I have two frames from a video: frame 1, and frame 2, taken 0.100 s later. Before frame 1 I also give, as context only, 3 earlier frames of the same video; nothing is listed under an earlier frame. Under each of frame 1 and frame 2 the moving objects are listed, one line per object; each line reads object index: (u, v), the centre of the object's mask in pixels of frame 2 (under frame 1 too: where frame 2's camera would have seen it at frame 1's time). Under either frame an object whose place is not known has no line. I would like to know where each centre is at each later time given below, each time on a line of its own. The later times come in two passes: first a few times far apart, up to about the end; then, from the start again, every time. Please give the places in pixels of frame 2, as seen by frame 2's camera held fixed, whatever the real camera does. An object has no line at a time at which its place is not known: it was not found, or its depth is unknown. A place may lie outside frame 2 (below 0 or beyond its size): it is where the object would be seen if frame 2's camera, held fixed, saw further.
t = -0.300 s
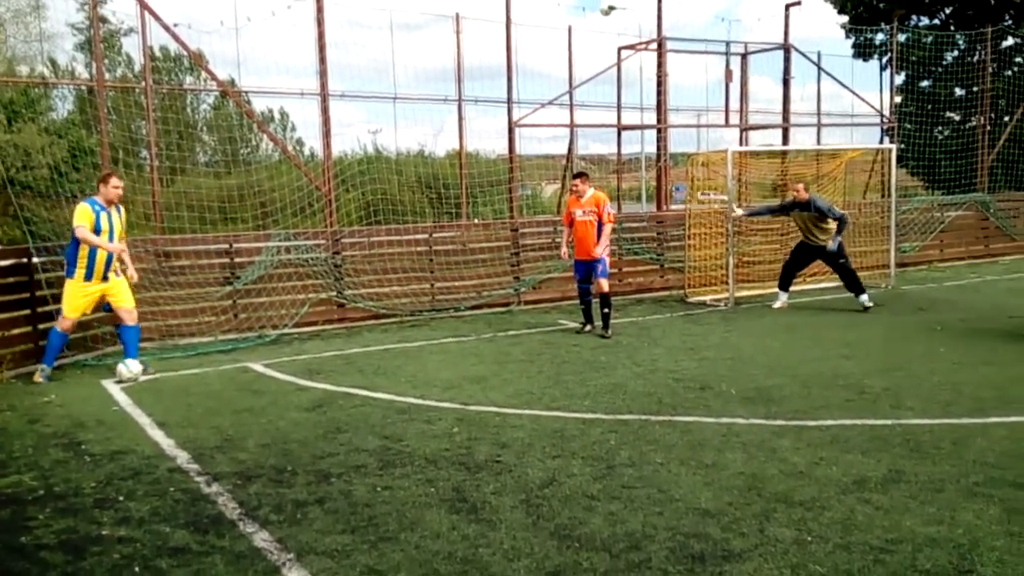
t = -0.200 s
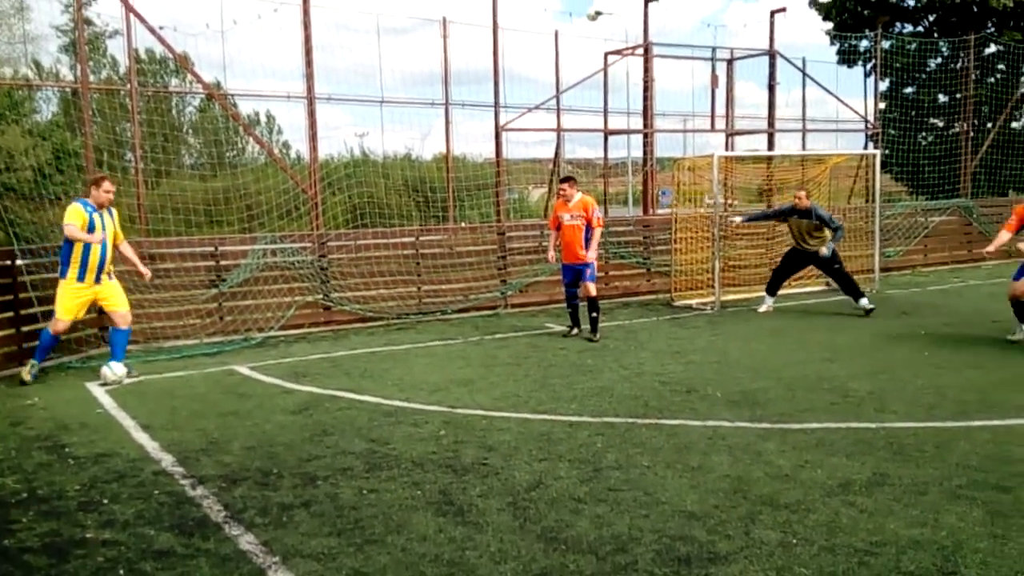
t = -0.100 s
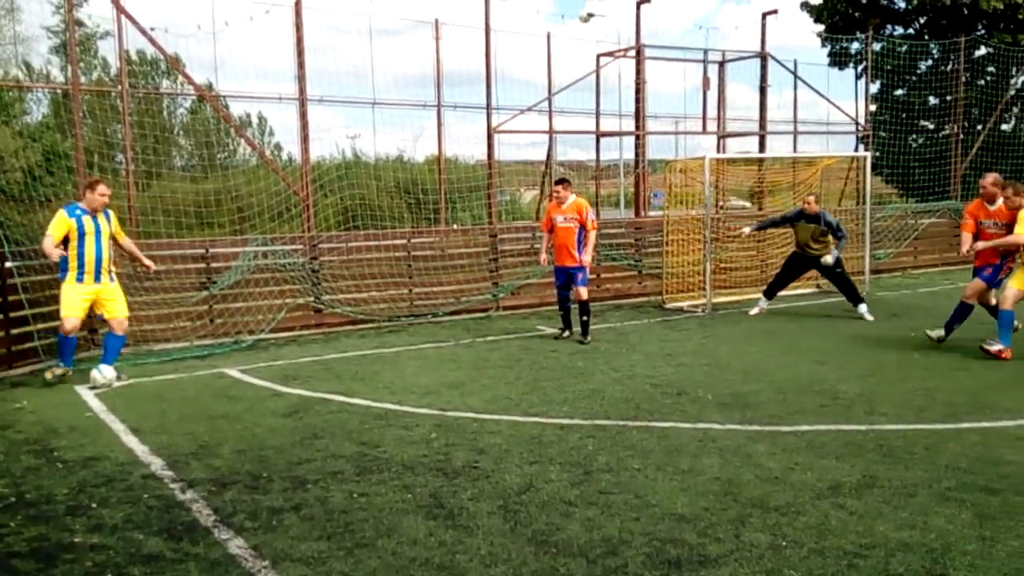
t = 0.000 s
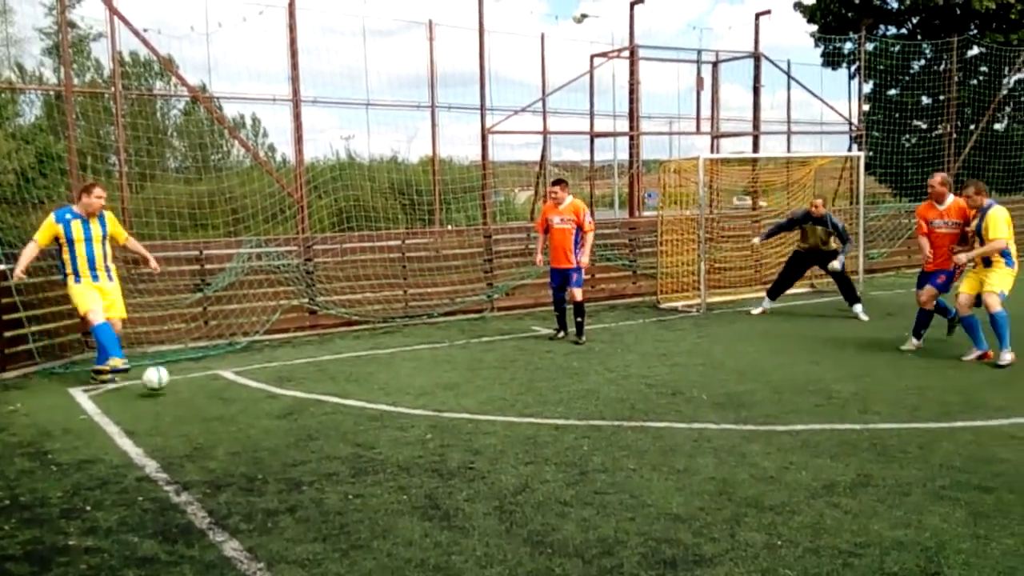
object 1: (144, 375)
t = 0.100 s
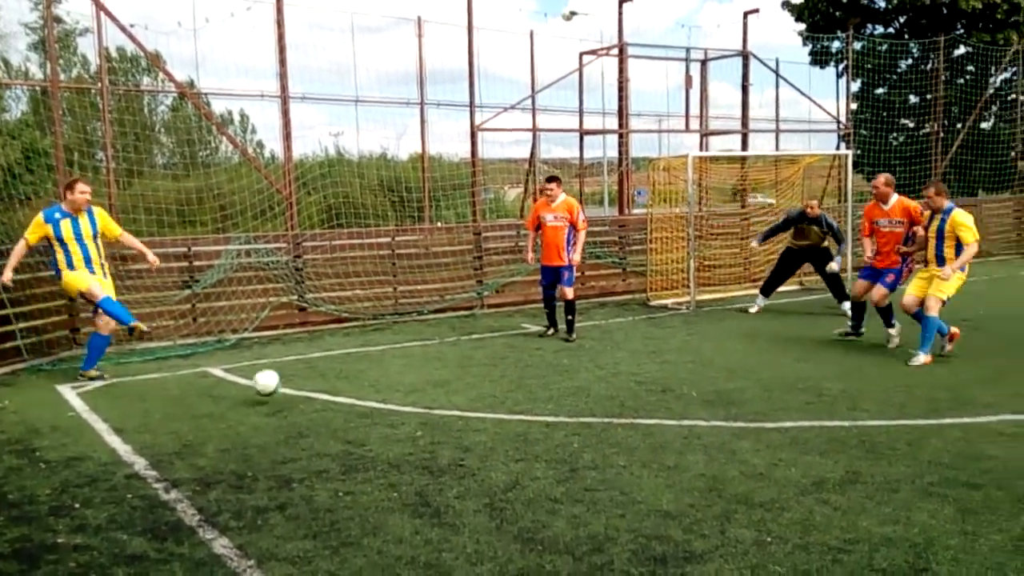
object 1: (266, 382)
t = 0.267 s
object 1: (504, 408)
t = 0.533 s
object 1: (977, 453)
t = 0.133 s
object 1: (311, 387)
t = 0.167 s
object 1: (357, 394)
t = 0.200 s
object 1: (407, 403)
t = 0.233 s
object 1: (455, 407)
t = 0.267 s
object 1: (504, 408)
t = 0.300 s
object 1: (555, 412)
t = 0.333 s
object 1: (608, 417)
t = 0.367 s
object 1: (665, 425)
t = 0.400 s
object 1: (723, 433)
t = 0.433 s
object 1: (783, 437)
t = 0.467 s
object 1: (845, 445)
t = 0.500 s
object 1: (911, 449)
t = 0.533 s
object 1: (977, 453)
